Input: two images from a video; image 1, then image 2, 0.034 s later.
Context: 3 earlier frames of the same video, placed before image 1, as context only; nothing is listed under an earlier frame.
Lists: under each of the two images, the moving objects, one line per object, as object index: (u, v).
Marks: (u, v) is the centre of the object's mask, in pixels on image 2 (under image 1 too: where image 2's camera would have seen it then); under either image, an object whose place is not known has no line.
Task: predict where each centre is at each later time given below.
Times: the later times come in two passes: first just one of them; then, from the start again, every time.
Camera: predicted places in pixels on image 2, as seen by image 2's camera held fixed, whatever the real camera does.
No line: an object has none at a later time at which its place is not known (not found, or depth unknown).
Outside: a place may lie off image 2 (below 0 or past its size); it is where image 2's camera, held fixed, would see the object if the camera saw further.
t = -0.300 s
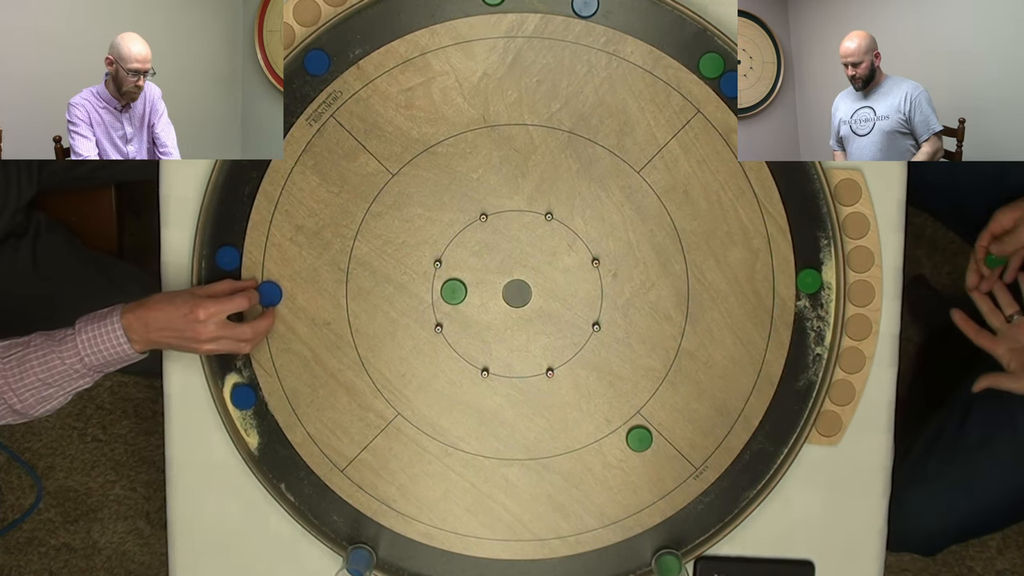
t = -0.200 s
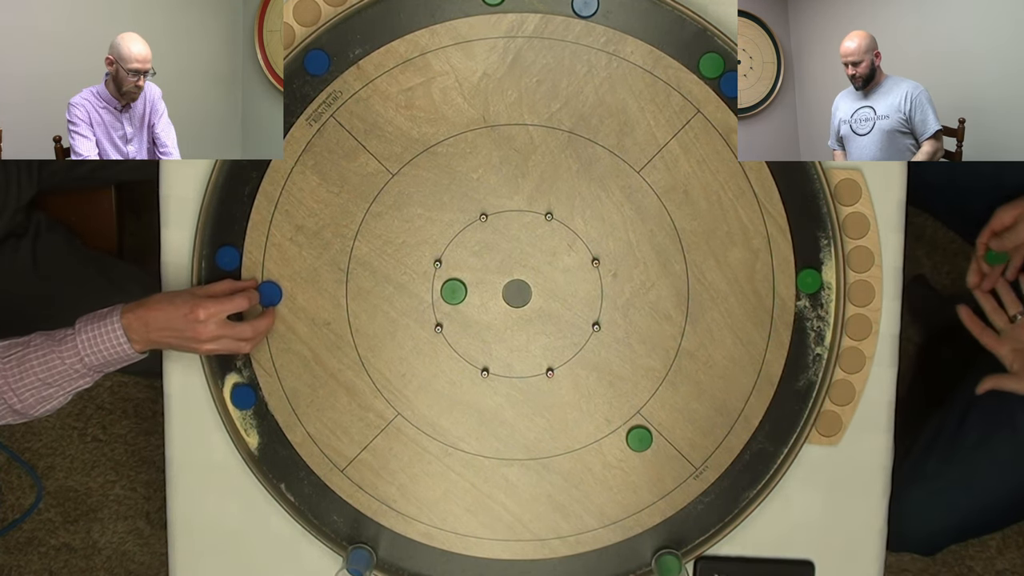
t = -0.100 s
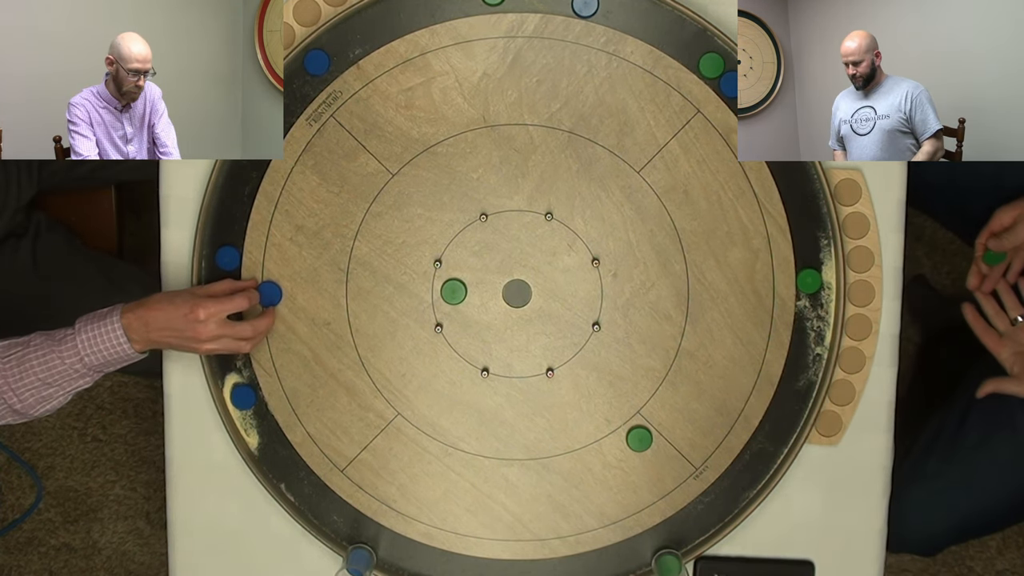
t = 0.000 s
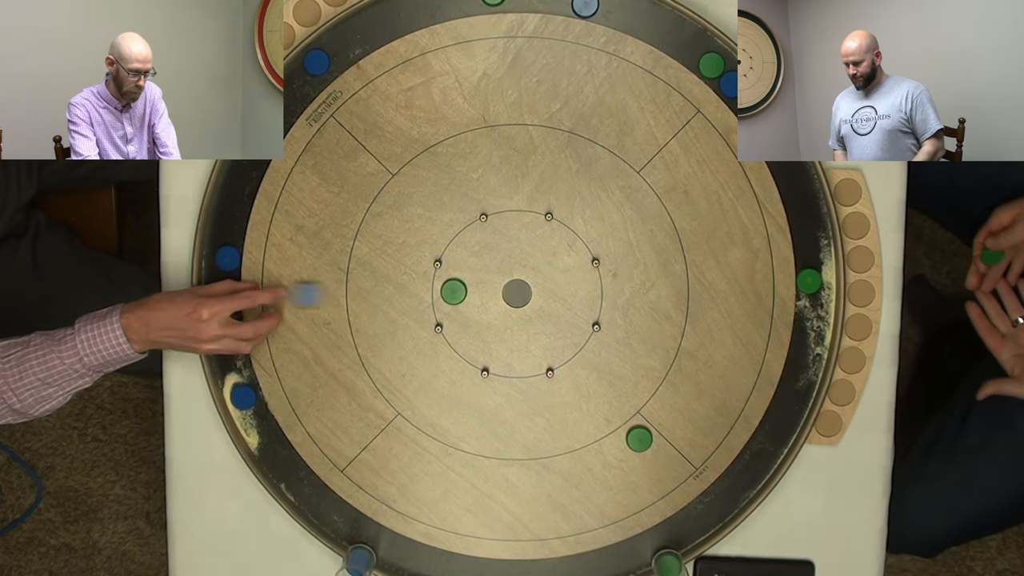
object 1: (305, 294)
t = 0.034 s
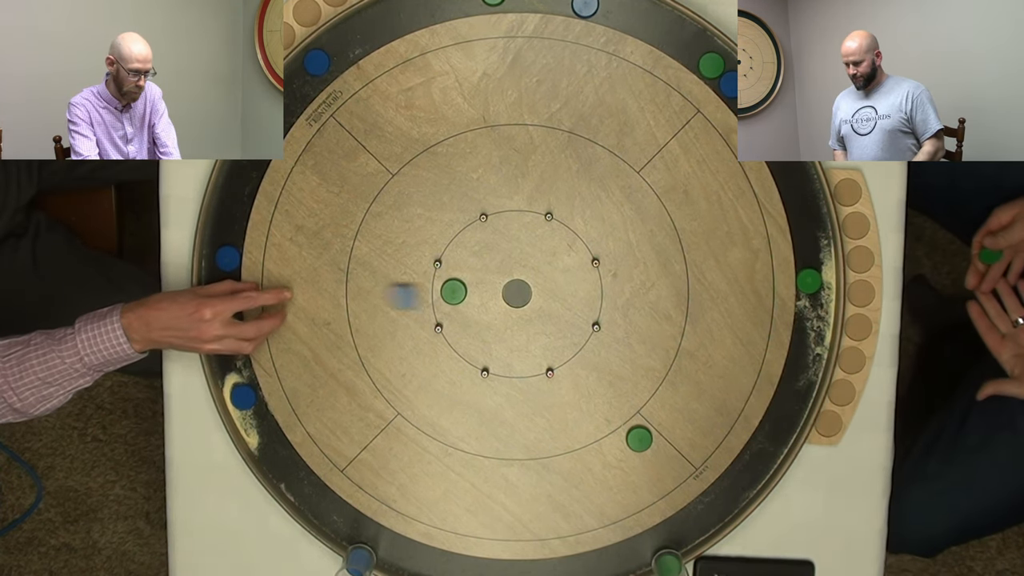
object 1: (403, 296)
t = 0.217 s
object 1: (532, 355)
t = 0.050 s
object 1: (433, 299)
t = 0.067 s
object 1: (444, 306)
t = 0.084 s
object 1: (455, 312)
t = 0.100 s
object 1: (466, 318)
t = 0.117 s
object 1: (476, 324)
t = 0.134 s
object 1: (485, 329)
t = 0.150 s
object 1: (495, 334)
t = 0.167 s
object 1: (505, 340)
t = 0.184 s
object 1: (514, 345)
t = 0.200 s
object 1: (523, 350)
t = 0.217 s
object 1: (532, 355)
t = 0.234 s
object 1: (538, 357)
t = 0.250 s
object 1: (535, 351)
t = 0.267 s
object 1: (531, 344)
